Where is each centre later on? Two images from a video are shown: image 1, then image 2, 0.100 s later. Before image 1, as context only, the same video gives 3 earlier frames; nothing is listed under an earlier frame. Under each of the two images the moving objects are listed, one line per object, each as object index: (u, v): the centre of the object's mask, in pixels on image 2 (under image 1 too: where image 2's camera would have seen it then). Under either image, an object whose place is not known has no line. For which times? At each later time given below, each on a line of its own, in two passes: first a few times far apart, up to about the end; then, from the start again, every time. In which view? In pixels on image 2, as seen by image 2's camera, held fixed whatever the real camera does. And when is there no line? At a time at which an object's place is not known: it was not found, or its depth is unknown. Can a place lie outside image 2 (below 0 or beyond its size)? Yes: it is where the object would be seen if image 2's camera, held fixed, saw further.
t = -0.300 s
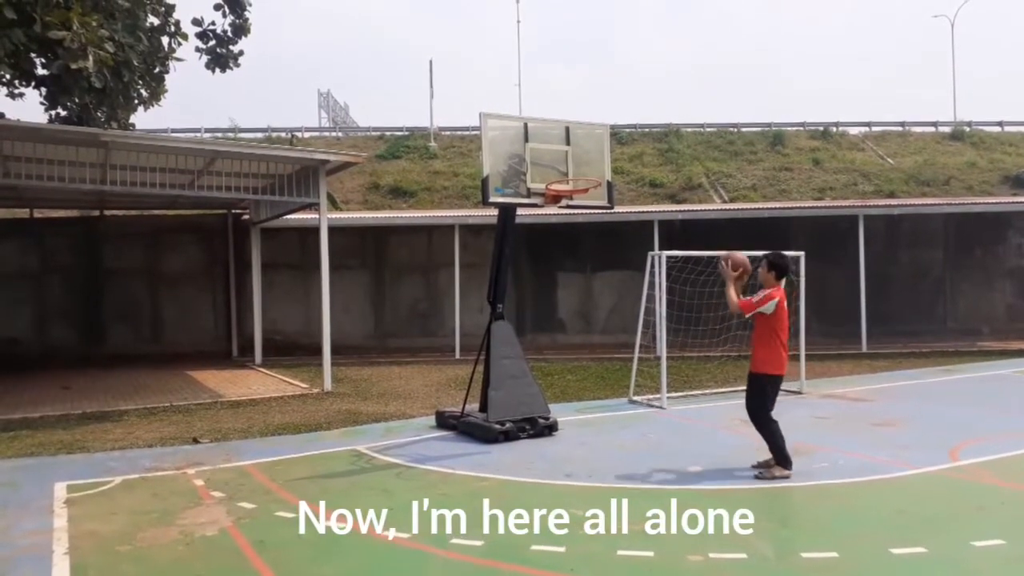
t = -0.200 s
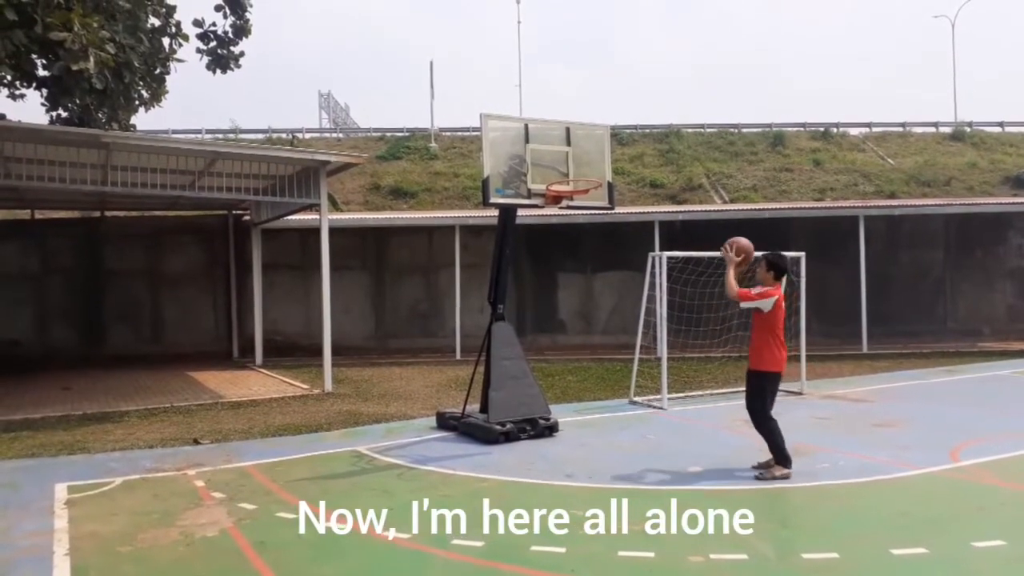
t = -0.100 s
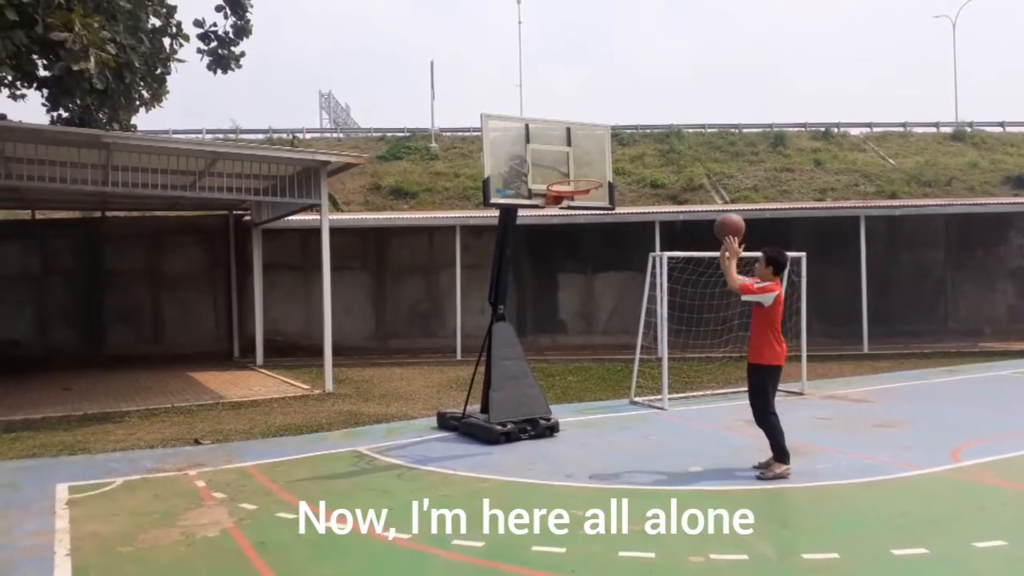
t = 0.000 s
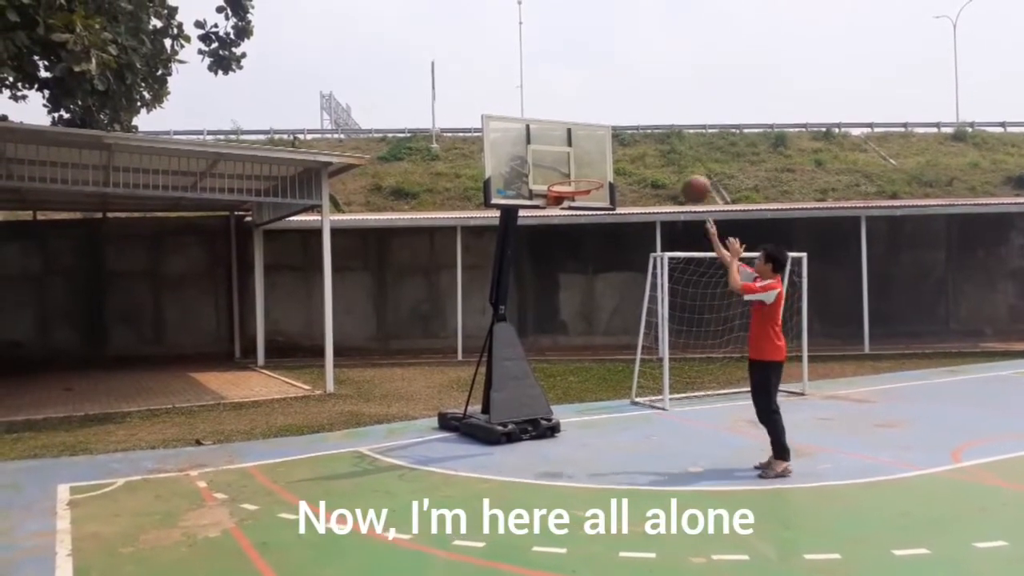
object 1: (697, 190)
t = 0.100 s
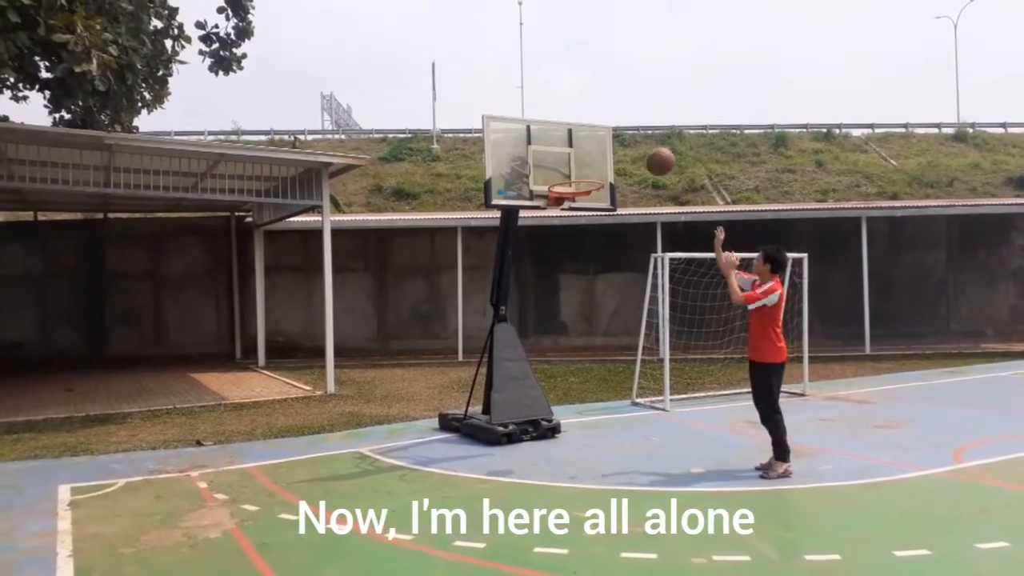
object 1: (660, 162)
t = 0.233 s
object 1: (615, 143)
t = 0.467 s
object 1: (579, 154)
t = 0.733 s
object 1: (572, 188)
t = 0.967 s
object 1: (585, 242)
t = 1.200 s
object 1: (605, 357)
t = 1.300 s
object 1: (613, 429)
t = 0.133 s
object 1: (649, 155)
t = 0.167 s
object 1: (637, 150)
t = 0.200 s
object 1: (626, 145)
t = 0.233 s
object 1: (615, 143)
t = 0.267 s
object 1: (604, 141)
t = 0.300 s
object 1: (582, 142)
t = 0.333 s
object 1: (576, 144)
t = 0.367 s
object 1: (577, 144)
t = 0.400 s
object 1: (578, 146)
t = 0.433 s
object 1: (579, 149)
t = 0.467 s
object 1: (579, 154)
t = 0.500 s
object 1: (580, 160)
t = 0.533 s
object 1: (582, 166)
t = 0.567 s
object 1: (583, 171)
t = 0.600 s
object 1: (581, 175)
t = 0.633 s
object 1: (579, 176)
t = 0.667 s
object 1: (576, 179)
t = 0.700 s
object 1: (574, 183)
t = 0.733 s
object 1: (572, 188)
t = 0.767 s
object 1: (571, 194)
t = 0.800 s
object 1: (573, 198)
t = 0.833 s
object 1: (575, 204)
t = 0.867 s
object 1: (577, 212)
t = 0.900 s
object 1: (580, 221)
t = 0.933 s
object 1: (583, 231)
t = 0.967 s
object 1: (585, 242)
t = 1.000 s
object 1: (588, 254)
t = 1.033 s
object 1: (591, 267)
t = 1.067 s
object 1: (594, 281)
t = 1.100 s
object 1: (597, 297)
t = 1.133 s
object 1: (600, 315)
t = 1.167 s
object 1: (602, 334)
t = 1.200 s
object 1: (605, 357)
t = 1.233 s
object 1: (607, 379)
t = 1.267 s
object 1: (610, 403)
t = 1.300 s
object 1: (613, 429)
